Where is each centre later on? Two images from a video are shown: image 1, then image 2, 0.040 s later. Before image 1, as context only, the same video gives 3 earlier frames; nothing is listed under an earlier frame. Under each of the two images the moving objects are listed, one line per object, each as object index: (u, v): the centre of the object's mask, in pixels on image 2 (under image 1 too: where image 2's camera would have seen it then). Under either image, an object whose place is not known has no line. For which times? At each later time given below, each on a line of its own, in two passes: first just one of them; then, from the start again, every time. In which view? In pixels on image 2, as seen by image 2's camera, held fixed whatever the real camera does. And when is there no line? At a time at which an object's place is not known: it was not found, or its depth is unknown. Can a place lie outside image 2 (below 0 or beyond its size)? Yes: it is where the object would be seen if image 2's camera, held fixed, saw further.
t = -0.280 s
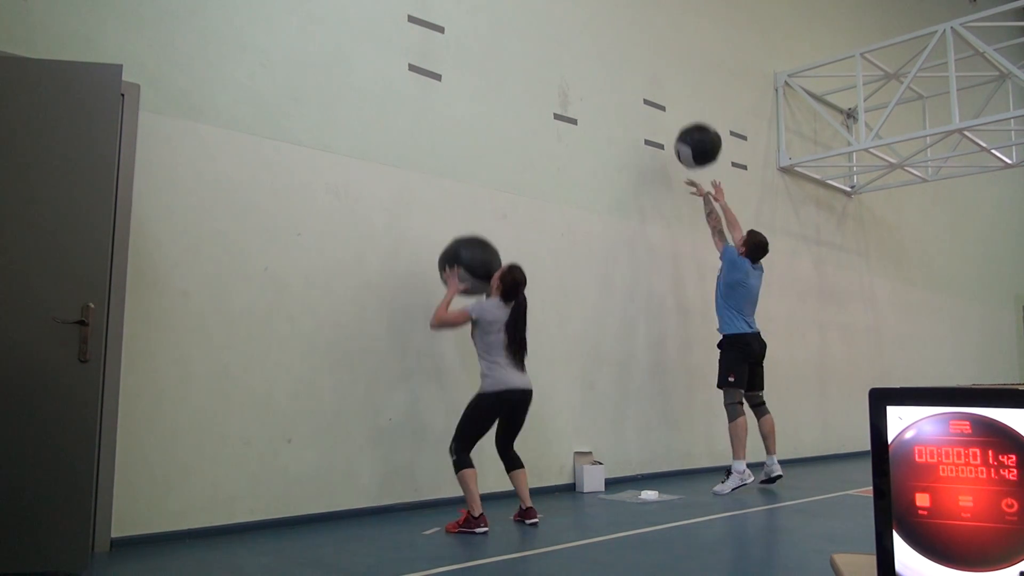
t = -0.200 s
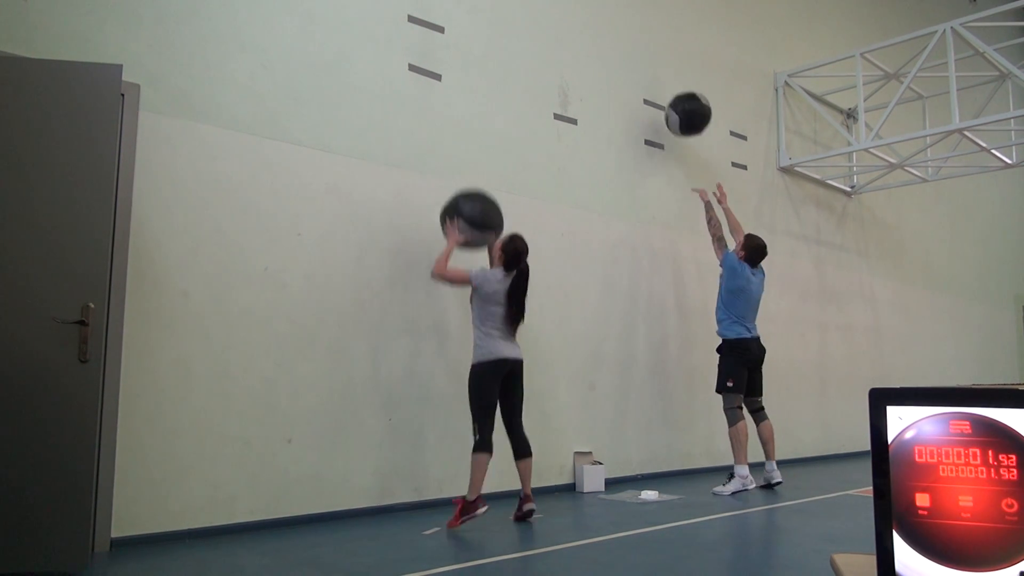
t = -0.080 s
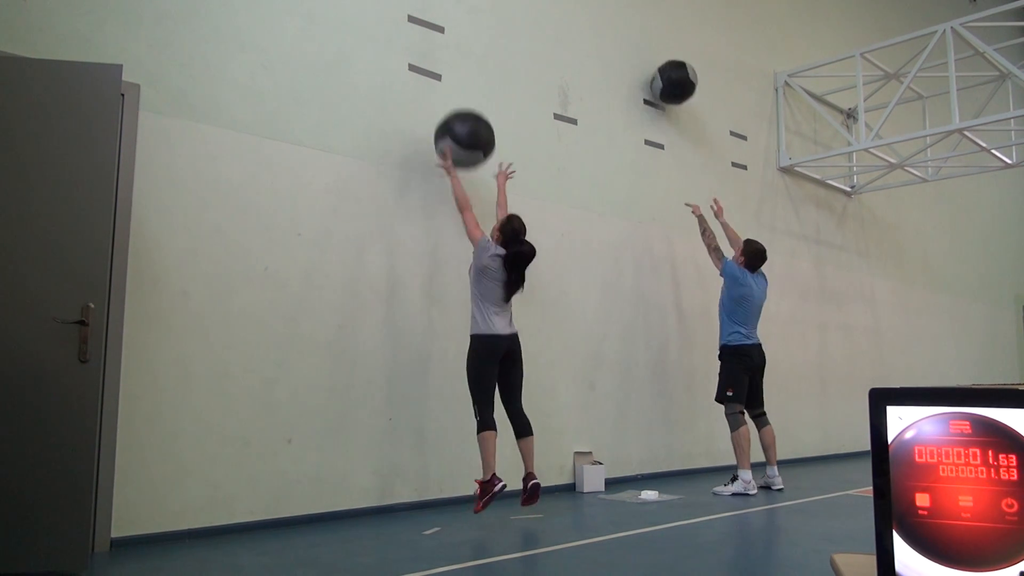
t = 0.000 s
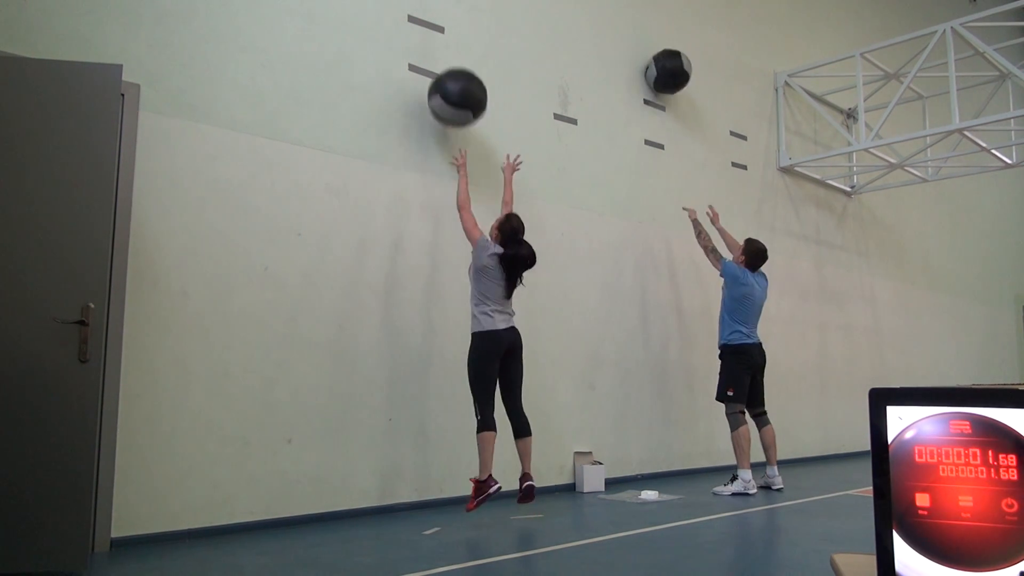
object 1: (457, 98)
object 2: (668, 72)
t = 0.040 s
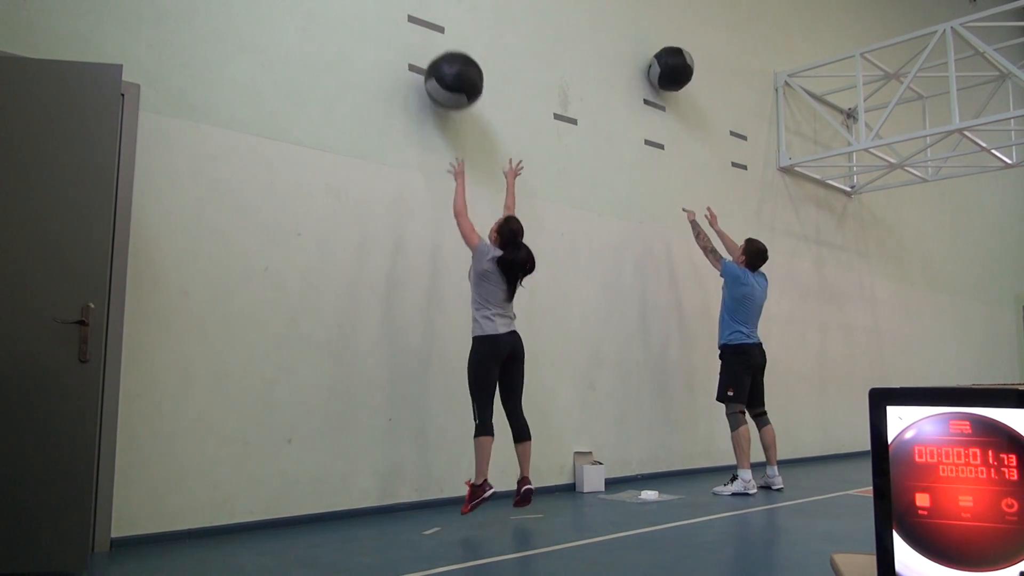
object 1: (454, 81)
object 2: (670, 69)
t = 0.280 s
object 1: (458, 36)
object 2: (688, 90)
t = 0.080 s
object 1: (450, 67)
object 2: (673, 68)
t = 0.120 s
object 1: (447, 56)
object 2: (676, 69)
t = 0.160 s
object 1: (448, 49)
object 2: (679, 71)
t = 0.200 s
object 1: (451, 43)
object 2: (682, 76)
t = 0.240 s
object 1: (455, 38)
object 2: (685, 82)
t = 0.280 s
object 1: (458, 36)
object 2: (688, 90)
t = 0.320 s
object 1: (462, 37)
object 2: (691, 101)
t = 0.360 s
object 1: (465, 40)
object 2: (694, 113)
